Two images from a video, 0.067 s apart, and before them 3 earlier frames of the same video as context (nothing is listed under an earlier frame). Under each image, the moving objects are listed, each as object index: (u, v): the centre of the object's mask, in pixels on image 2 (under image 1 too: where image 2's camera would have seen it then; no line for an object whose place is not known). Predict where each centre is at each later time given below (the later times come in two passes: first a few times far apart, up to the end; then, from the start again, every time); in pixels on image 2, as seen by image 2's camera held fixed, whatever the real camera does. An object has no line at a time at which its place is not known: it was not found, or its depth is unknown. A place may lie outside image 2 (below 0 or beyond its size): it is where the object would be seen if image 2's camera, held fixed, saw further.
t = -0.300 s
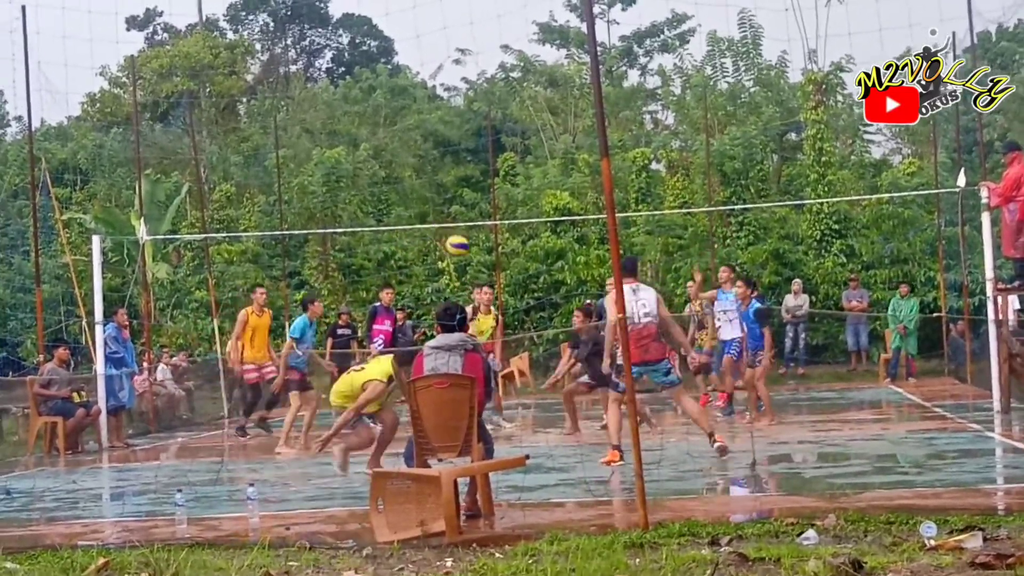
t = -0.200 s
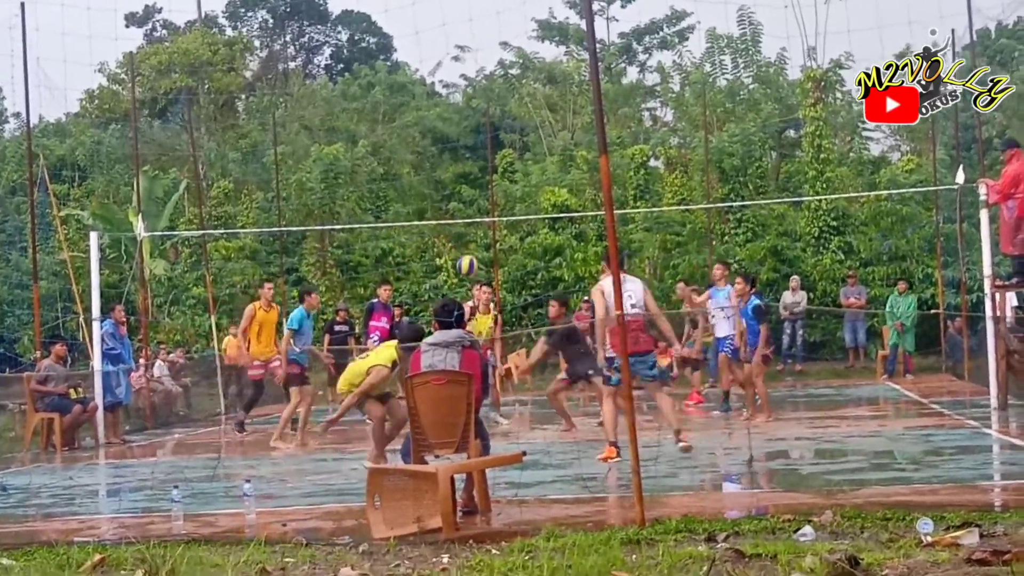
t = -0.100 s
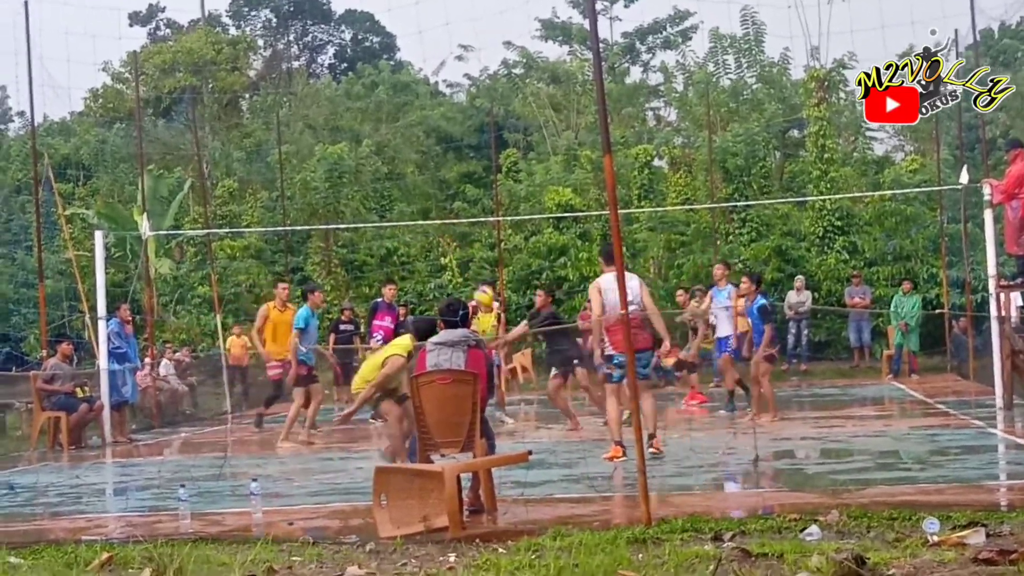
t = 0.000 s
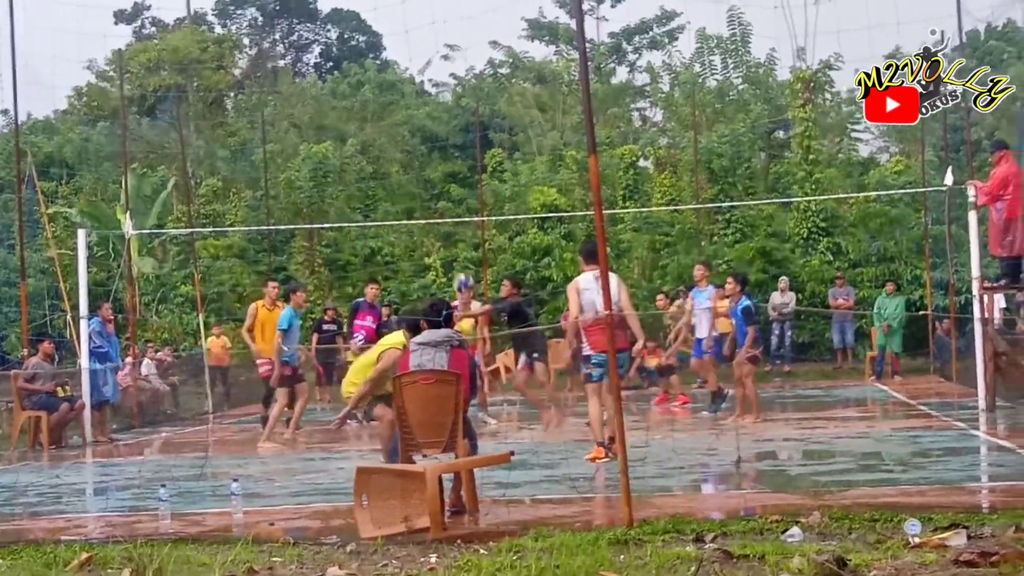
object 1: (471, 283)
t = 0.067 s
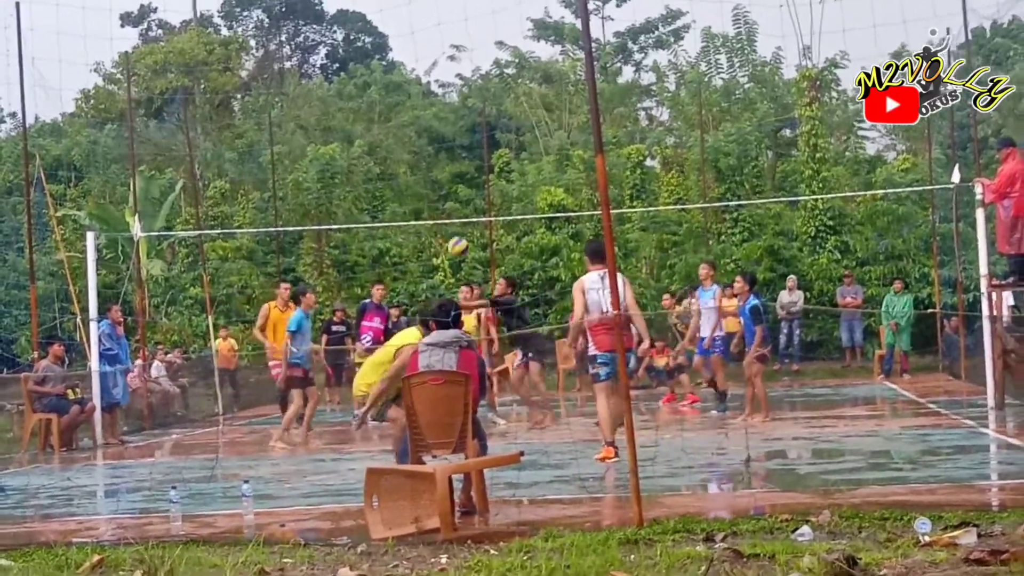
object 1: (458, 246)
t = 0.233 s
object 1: (427, 174)
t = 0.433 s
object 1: (391, 123)
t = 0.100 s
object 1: (451, 230)
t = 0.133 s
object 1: (445, 214)
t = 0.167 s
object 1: (438, 199)
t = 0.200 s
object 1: (432, 186)
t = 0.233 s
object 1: (427, 174)
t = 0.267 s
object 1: (419, 162)
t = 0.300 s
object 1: (415, 153)
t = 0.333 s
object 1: (409, 144)
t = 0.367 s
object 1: (404, 135)
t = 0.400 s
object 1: (397, 128)
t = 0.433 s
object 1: (391, 123)
